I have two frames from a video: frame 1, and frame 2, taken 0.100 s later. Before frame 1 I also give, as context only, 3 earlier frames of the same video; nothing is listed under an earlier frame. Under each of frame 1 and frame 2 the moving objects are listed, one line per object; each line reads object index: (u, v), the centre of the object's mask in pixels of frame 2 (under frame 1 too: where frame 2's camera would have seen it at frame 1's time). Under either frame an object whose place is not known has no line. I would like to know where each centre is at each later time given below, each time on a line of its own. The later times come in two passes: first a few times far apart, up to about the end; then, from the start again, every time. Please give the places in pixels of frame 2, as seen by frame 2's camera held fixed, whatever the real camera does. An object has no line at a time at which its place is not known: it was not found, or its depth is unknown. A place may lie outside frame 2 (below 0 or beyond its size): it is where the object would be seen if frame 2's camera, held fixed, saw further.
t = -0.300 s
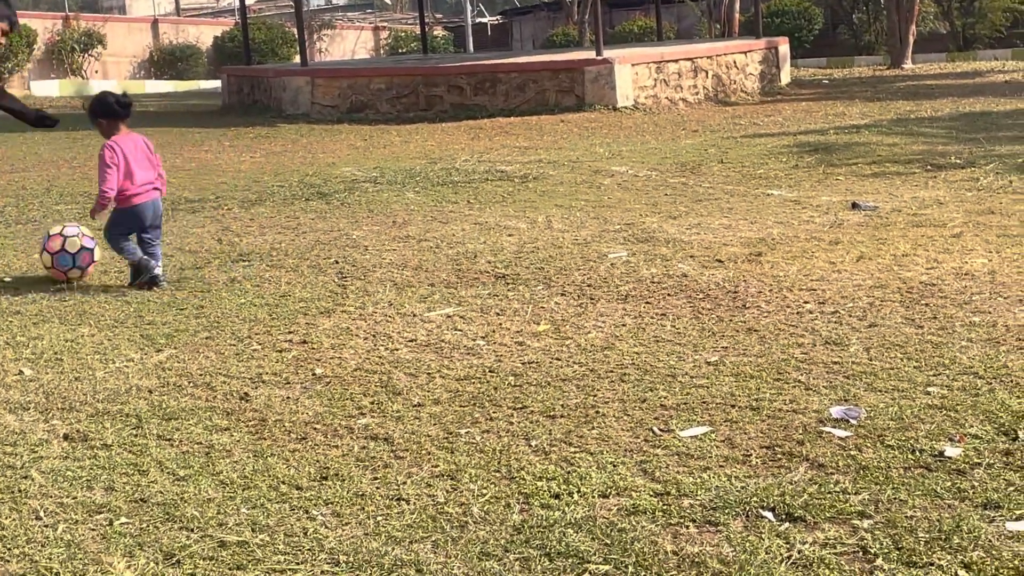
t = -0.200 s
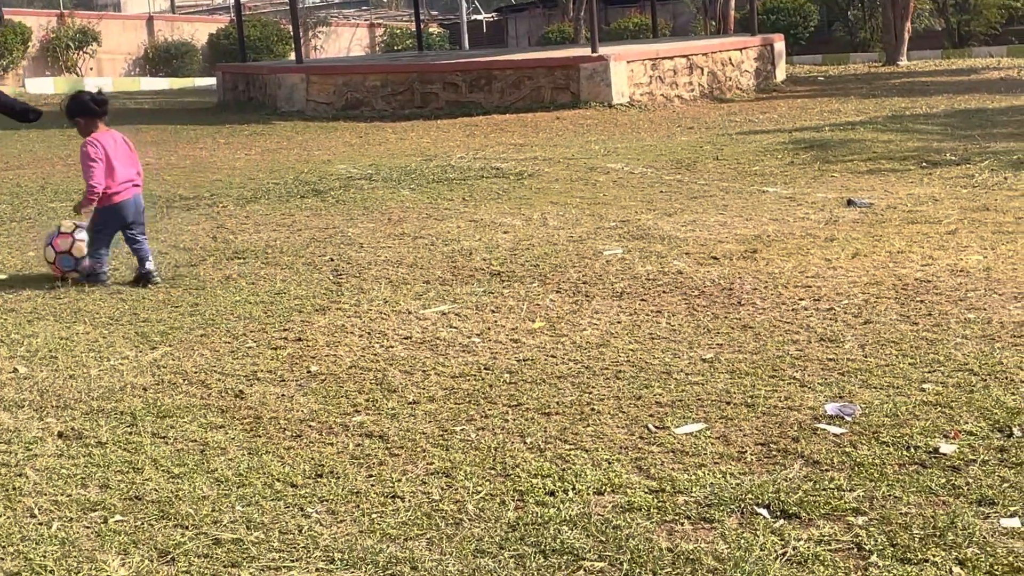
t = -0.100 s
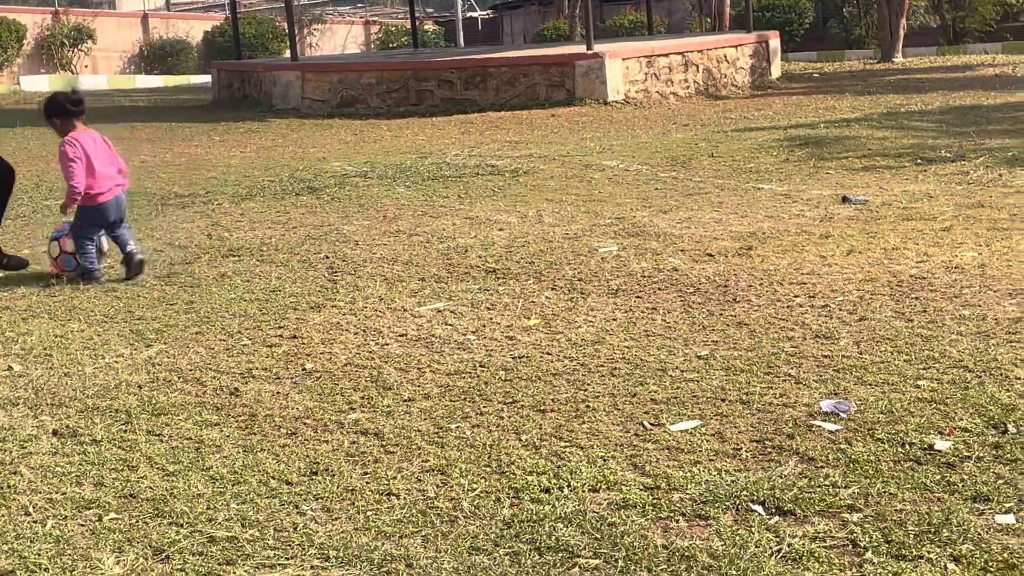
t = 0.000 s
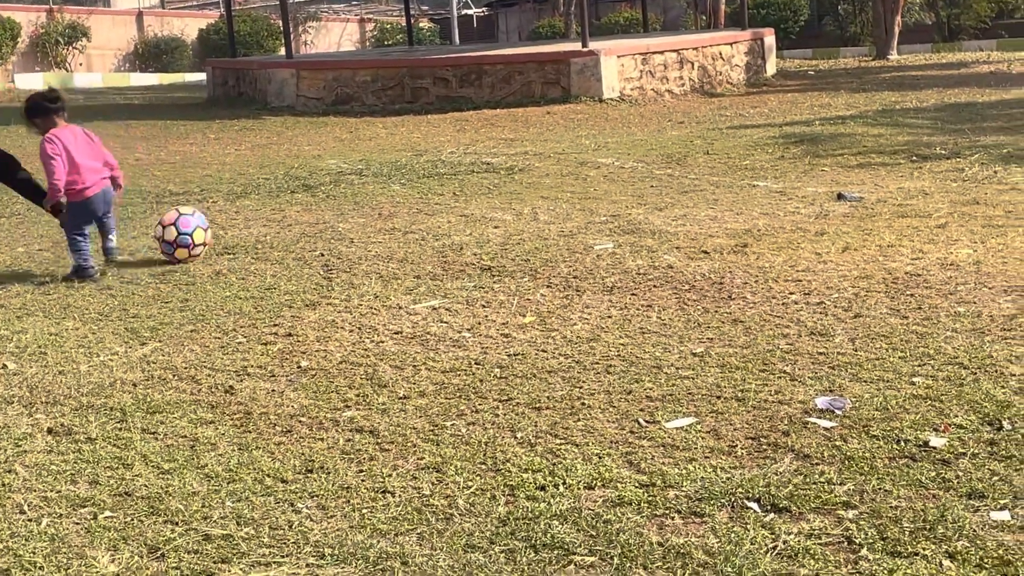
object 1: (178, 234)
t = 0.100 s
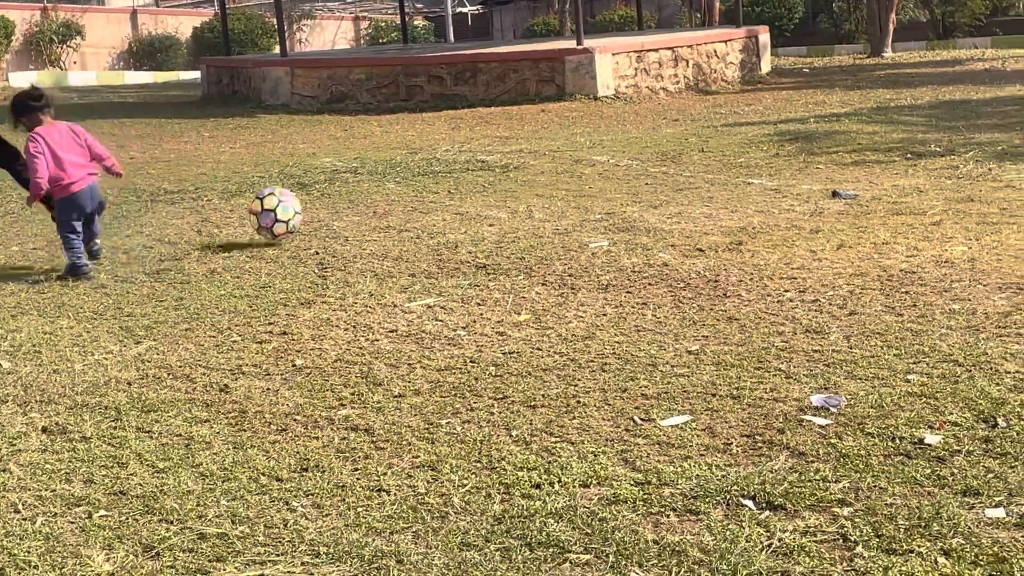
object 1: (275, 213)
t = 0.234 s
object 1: (376, 204)
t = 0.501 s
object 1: (503, 186)
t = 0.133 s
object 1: (303, 208)
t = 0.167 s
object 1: (328, 204)
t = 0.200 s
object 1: (354, 203)
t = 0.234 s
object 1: (376, 204)
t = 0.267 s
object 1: (398, 203)
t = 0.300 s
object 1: (416, 199)
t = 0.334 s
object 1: (432, 194)
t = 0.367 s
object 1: (447, 192)
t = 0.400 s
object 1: (461, 192)
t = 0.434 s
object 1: (475, 190)
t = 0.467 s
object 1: (489, 190)
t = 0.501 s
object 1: (503, 186)
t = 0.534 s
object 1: (517, 184)
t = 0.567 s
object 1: (530, 184)
